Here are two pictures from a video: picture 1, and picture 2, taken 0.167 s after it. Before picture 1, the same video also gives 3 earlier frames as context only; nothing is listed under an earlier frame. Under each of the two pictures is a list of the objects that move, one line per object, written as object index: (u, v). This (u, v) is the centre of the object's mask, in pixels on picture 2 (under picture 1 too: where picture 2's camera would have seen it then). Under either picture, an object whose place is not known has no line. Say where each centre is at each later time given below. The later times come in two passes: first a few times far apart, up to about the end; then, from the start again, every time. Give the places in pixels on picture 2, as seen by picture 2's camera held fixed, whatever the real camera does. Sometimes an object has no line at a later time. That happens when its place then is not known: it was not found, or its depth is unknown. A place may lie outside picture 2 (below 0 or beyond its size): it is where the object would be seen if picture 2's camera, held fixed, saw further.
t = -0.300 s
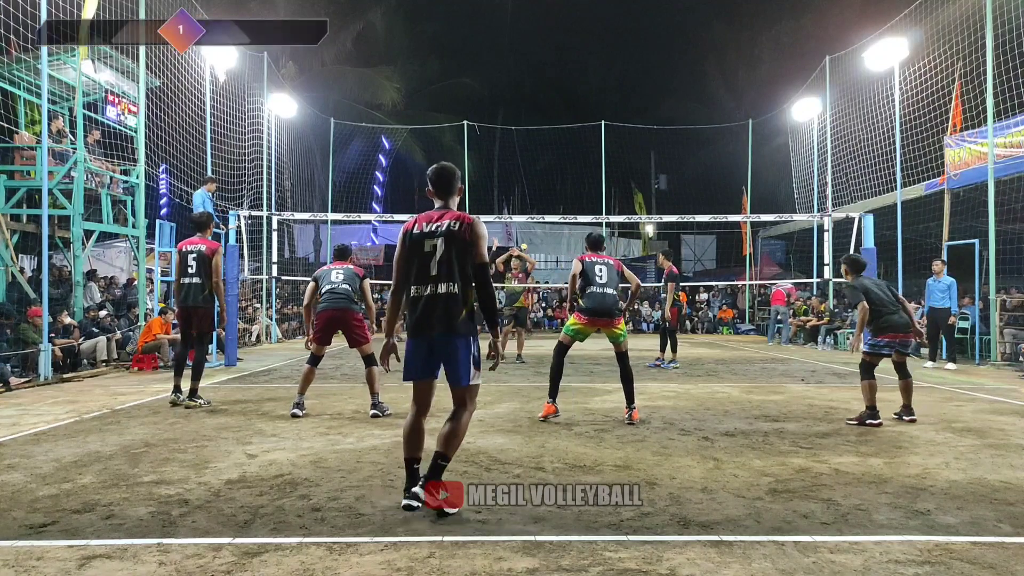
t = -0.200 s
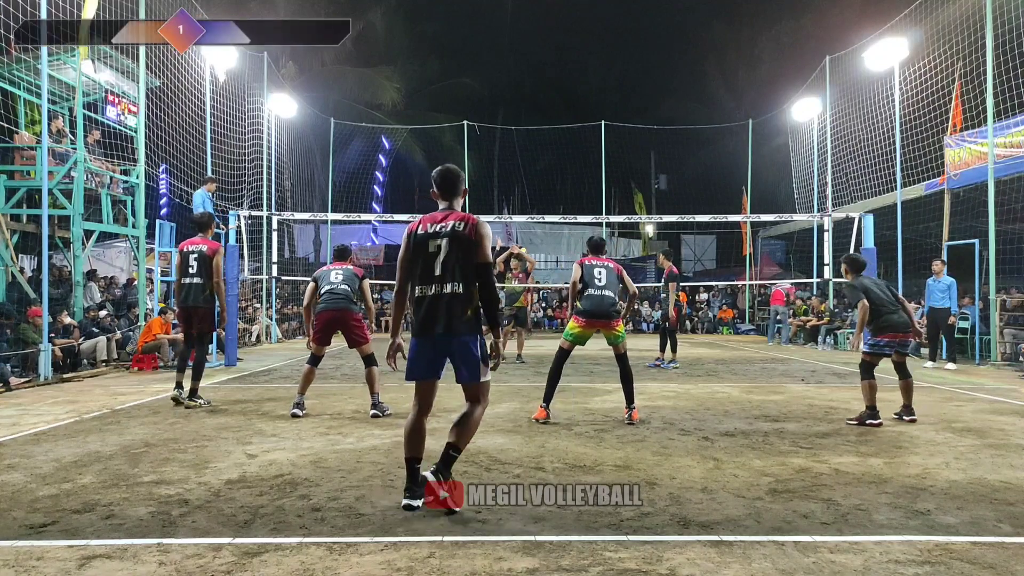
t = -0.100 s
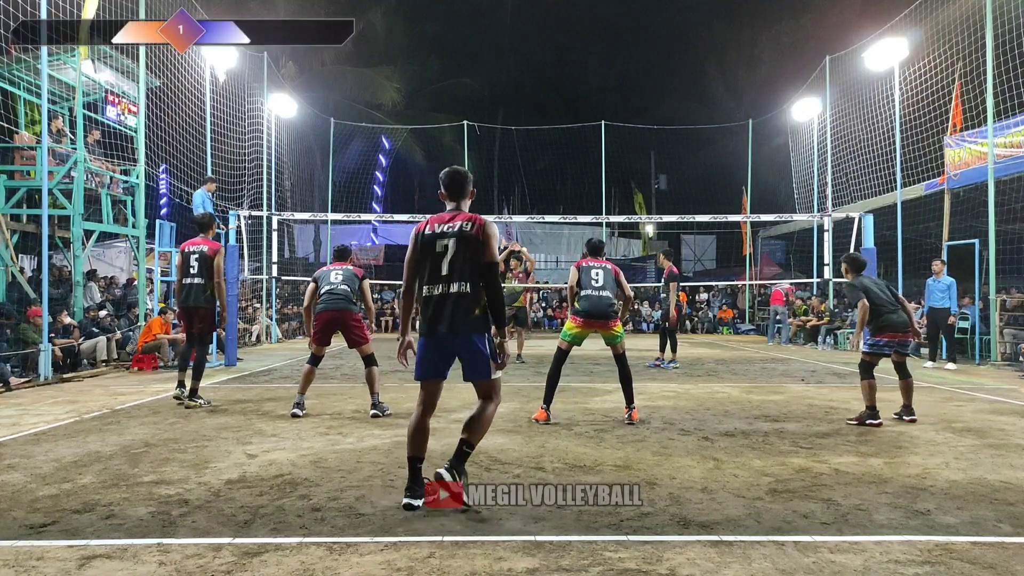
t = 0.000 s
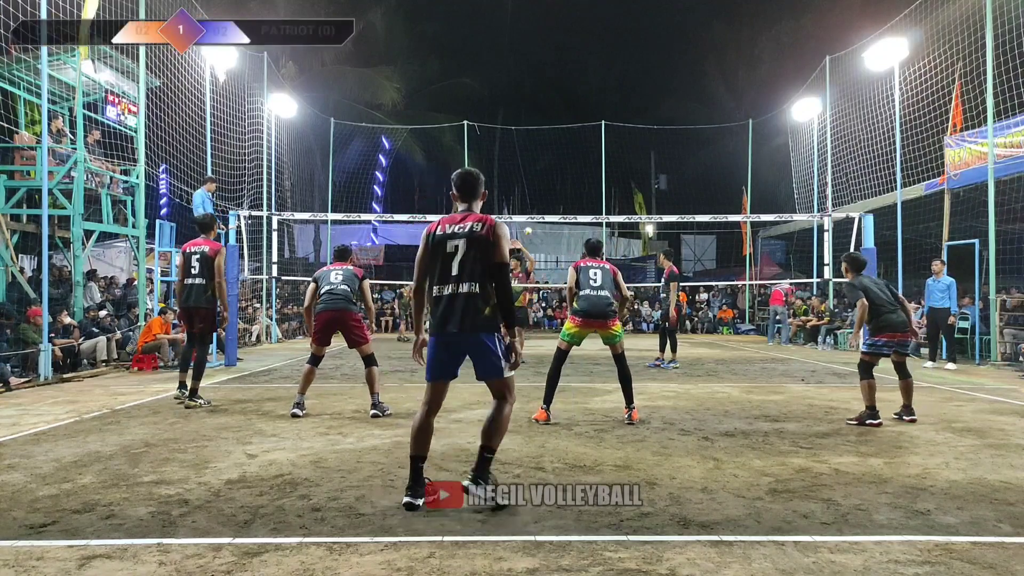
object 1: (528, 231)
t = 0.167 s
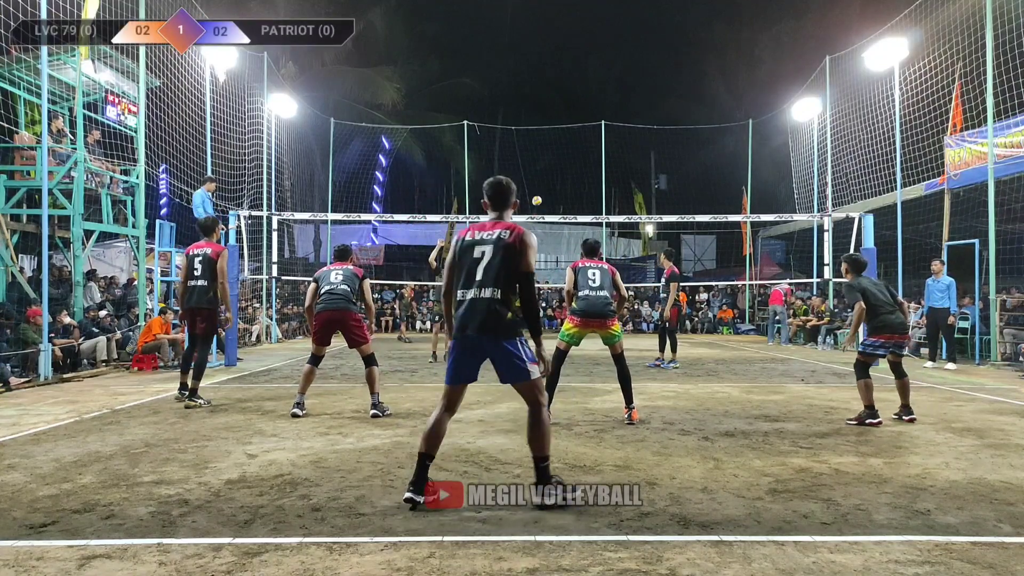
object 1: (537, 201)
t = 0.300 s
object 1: (547, 180)
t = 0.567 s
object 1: (578, 159)
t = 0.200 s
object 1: (539, 195)
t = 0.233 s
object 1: (541, 189)
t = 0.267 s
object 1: (544, 184)
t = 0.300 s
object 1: (547, 180)
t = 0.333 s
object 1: (550, 175)
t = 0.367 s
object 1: (553, 171)
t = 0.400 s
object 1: (557, 168)
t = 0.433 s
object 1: (561, 165)
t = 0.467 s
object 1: (565, 163)
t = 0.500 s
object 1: (569, 161)
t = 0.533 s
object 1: (573, 159)
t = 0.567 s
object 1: (578, 159)
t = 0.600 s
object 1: (582, 158)
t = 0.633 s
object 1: (587, 158)
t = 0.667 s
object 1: (592, 159)
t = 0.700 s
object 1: (597, 160)
